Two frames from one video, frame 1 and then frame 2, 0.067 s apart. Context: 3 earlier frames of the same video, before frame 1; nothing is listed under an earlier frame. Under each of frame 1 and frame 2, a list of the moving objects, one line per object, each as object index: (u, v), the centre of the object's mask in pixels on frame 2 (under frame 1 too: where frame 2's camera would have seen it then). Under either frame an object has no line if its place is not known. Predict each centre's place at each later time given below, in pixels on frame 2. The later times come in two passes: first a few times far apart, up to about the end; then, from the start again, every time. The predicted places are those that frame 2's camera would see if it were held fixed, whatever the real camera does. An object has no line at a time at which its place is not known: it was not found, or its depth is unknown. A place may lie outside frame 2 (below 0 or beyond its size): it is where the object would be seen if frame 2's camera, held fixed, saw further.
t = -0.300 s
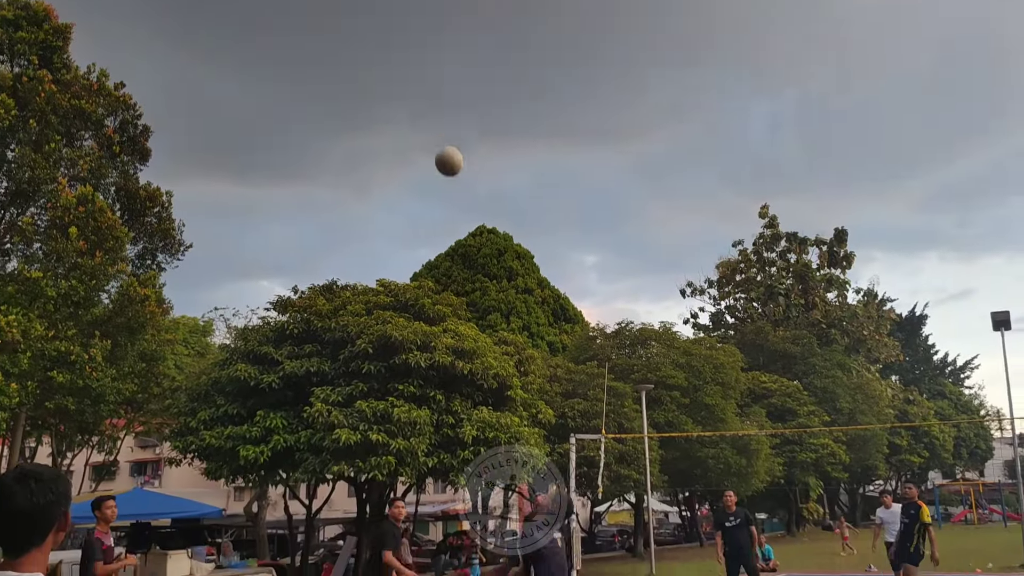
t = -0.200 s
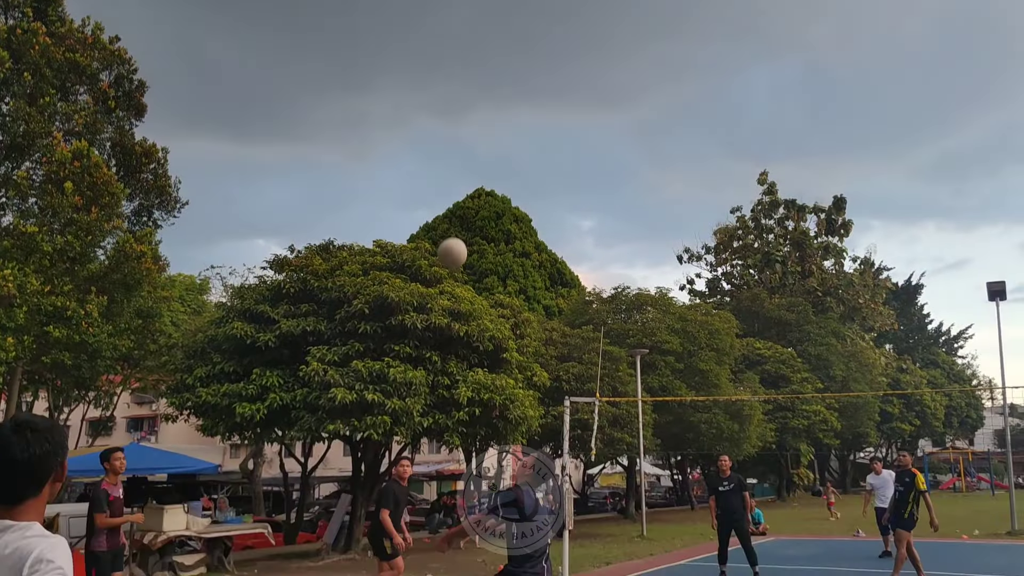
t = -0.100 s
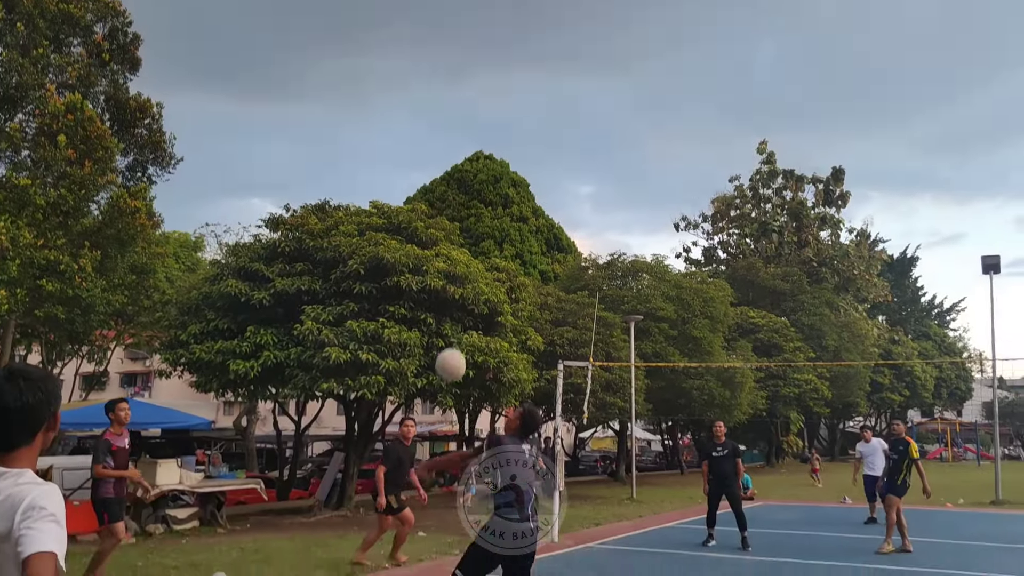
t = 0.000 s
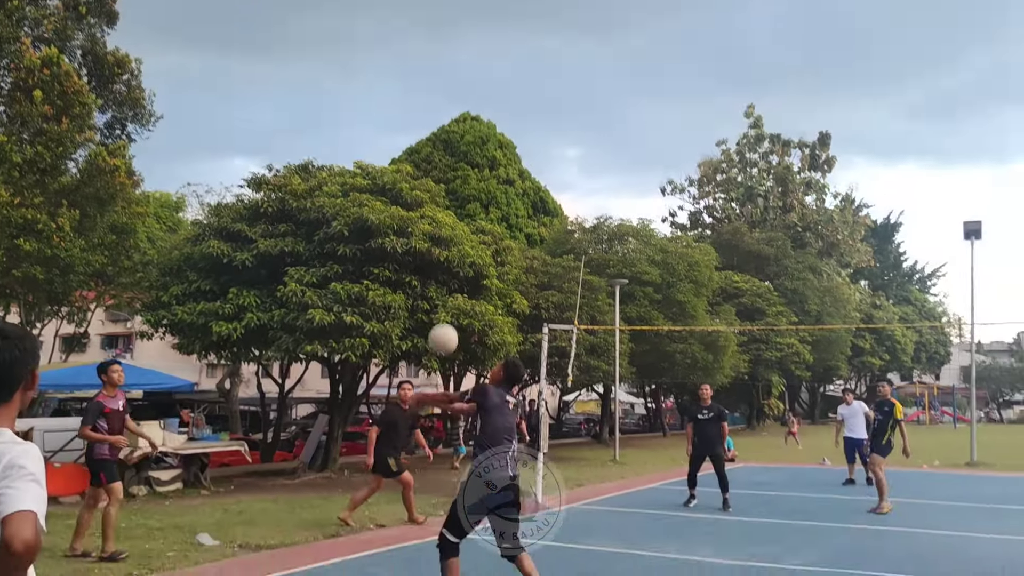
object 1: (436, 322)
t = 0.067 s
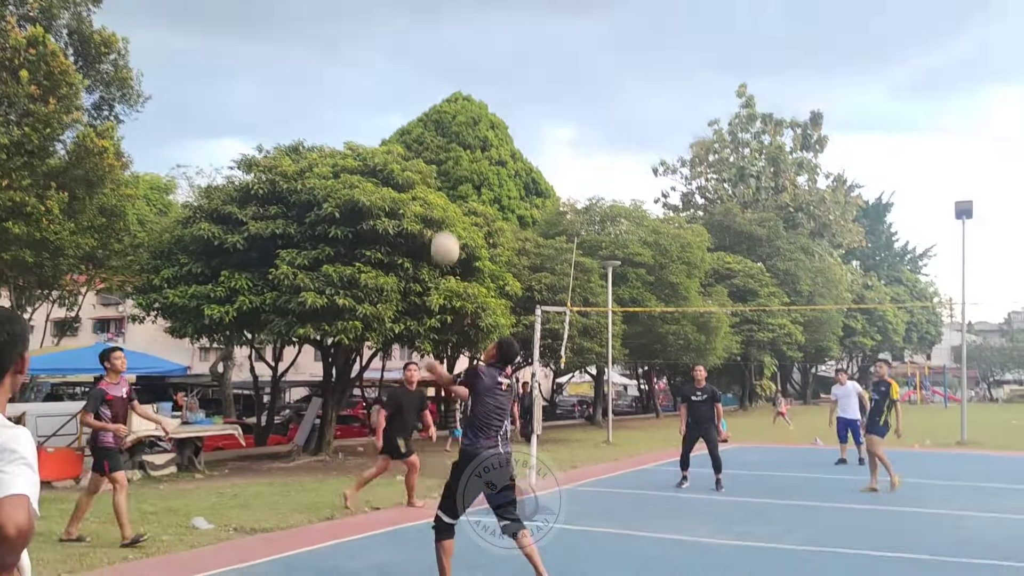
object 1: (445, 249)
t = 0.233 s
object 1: (459, 141)
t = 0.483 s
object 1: (476, 63)
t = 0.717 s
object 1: (488, 55)
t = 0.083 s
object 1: (447, 236)
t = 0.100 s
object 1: (449, 224)
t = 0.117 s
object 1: (451, 209)
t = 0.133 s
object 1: (452, 198)
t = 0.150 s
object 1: (453, 187)
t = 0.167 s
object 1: (454, 179)
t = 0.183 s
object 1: (455, 168)
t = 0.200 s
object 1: (457, 158)
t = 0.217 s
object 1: (458, 149)
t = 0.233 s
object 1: (459, 141)
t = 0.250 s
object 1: (461, 133)
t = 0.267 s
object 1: (461, 126)
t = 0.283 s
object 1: (463, 118)
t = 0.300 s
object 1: (464, 111)
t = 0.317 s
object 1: (464, 106)
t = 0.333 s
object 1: (466, 101)
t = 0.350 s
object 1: (468, 95)
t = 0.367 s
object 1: (468, 89)
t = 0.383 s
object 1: (469, 84)
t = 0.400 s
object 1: (471, 80)
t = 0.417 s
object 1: (472, 75)
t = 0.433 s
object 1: (473, 71)
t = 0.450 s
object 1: (474, 69)
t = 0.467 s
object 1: (475, 65)
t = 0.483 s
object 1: (476, 63)
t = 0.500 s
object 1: (478, 60)
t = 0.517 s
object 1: (479, 58)
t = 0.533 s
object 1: (480, 56)
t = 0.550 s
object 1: (480, 55)
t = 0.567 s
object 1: (481, 53)
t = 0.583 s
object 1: (482, 52)
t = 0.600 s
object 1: (483, 52)
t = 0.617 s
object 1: (484, 51)
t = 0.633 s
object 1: (485, 51)
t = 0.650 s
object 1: (486, 51)
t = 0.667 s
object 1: (487, 52)
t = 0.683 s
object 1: (487, 53)
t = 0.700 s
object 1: (488, 54)
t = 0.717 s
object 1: (488, 55)
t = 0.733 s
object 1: (489, 56)
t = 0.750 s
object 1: (489, 58)
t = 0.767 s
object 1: (490, 60)
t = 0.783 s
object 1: (490, 62)
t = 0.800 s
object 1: (491, 64)
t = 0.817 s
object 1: (491, 67)
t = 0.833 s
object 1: (492, 70)
